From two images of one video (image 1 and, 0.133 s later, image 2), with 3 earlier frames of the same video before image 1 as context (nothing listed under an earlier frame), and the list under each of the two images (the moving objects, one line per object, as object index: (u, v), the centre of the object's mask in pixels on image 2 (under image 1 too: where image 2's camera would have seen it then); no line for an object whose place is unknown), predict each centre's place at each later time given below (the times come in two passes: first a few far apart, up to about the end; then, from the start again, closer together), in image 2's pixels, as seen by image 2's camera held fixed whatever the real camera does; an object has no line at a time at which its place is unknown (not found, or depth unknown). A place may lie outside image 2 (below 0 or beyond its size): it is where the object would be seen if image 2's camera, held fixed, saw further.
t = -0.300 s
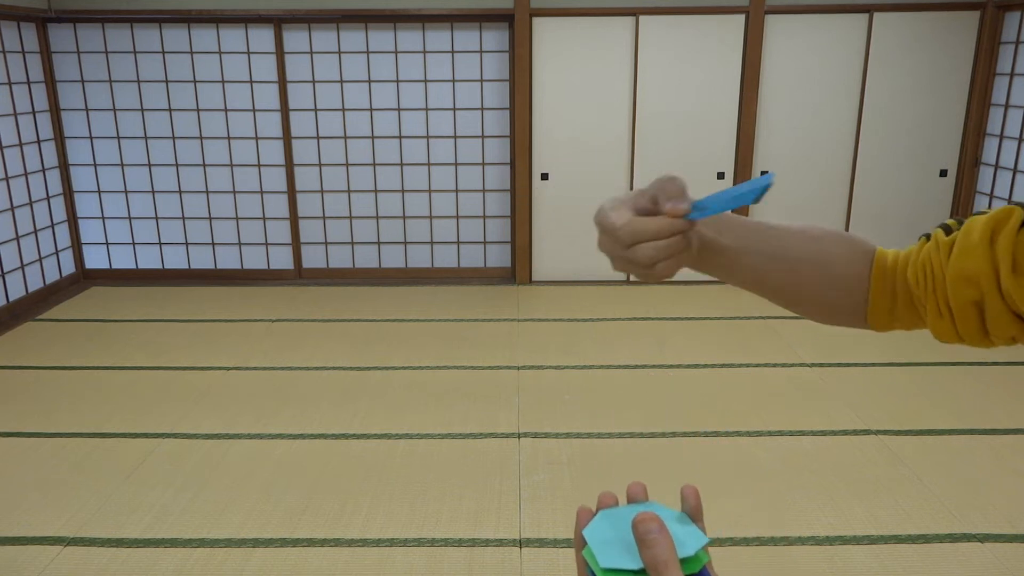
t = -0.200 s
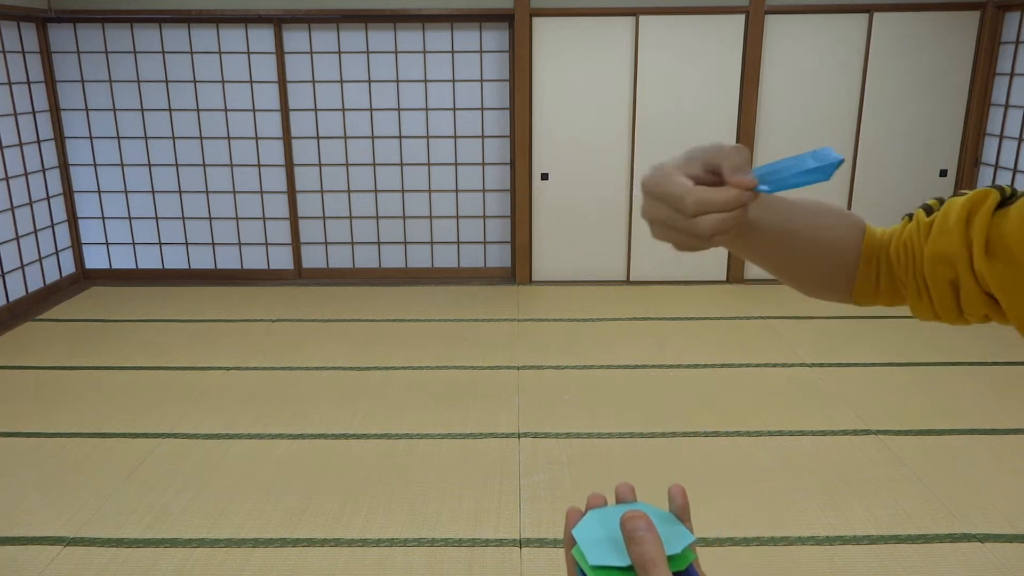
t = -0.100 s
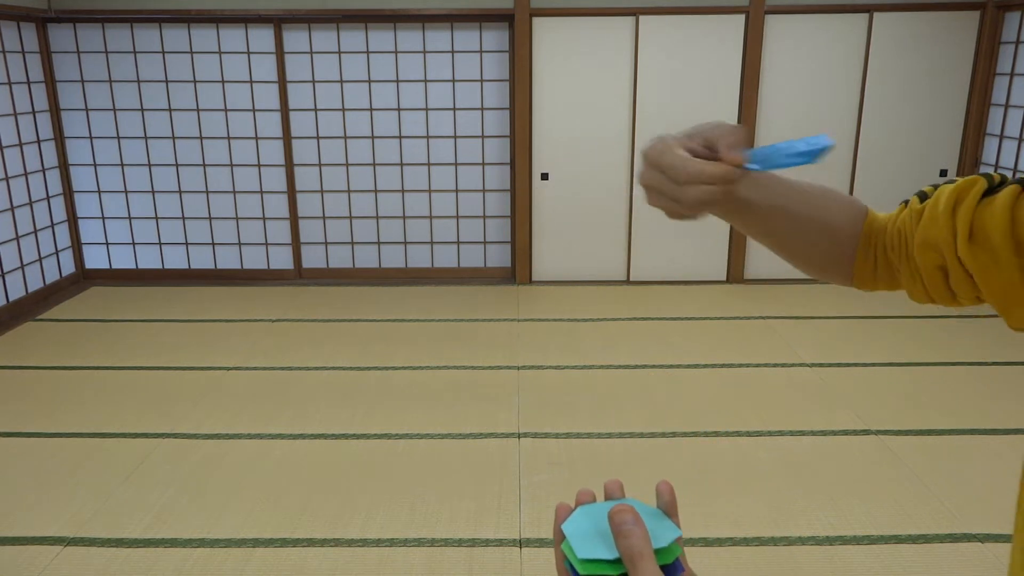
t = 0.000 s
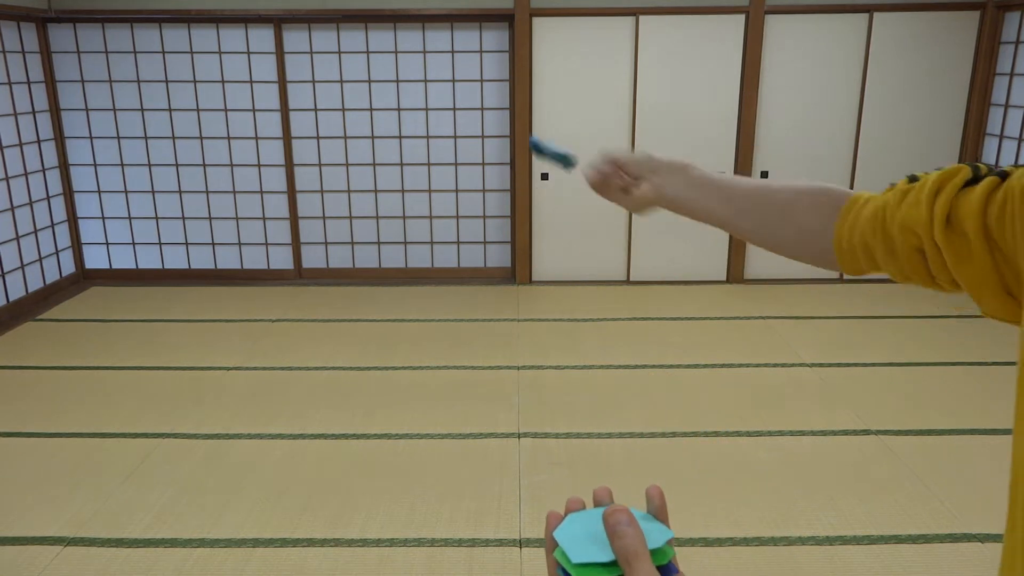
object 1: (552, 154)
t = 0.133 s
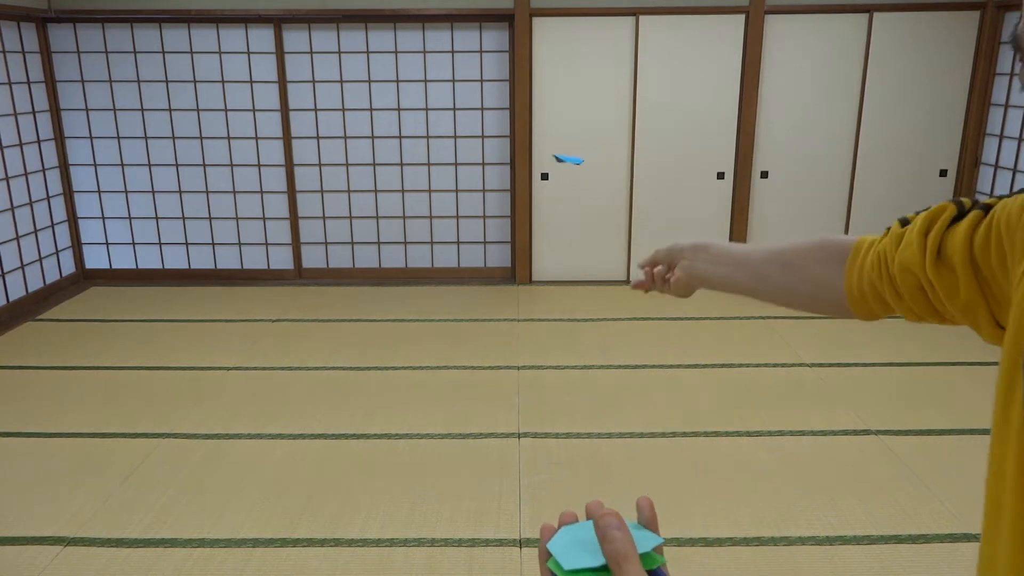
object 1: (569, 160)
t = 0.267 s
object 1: (589, 144)
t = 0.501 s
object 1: (602, 138)
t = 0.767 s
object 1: (572, 166)
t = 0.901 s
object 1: (541, 201)
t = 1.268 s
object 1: (448, 334)
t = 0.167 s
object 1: (573, 155)
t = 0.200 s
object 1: (580, 150)
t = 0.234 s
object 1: (586, 147)
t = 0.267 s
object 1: (589, 144)
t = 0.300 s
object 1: (593, 142)
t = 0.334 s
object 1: (596, 140)
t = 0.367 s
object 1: (599, 138)
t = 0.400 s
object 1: (601, 138)
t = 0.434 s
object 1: (602, 137)
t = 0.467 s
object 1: (603, 137)
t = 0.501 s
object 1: (602, 138)
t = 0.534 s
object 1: (602, 138)
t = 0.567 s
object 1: (599, 140)
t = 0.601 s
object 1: (597, 142)
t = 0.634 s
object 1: (593, 146)
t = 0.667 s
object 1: (589, 150)
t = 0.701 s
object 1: (584, 154)
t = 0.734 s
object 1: (578, 160)
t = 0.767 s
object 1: (572, 166)
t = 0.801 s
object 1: (565, 174)
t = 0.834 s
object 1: (558, 181)
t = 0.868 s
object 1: (550, 191)
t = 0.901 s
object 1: (541, 201)
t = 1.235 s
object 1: (451, 334)
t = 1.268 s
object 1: (448, 334)
